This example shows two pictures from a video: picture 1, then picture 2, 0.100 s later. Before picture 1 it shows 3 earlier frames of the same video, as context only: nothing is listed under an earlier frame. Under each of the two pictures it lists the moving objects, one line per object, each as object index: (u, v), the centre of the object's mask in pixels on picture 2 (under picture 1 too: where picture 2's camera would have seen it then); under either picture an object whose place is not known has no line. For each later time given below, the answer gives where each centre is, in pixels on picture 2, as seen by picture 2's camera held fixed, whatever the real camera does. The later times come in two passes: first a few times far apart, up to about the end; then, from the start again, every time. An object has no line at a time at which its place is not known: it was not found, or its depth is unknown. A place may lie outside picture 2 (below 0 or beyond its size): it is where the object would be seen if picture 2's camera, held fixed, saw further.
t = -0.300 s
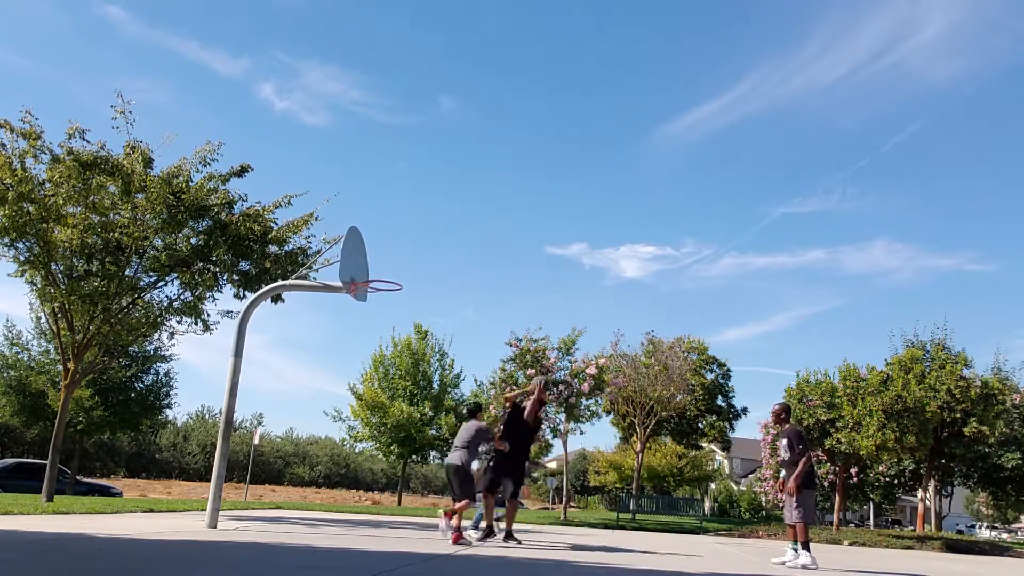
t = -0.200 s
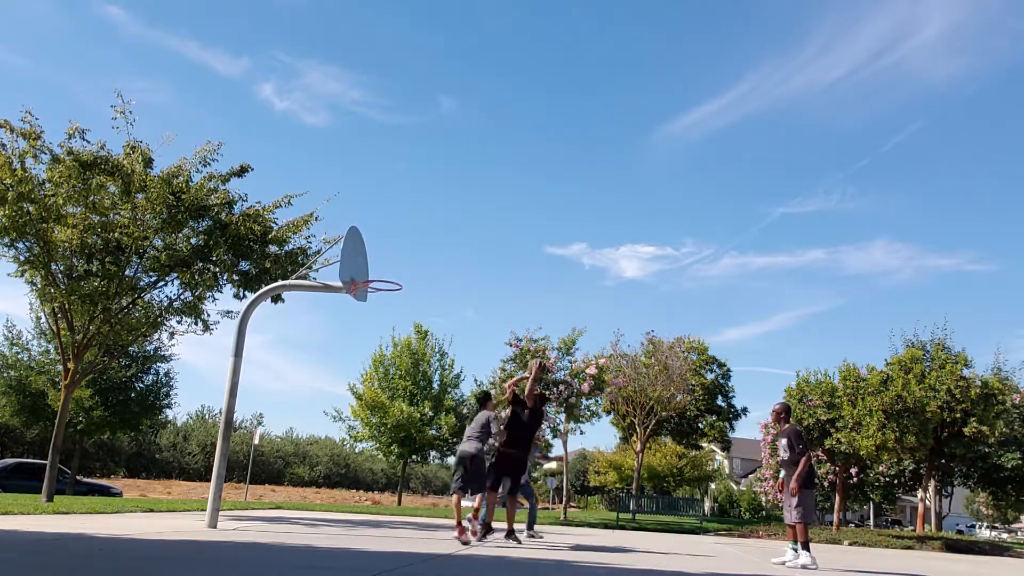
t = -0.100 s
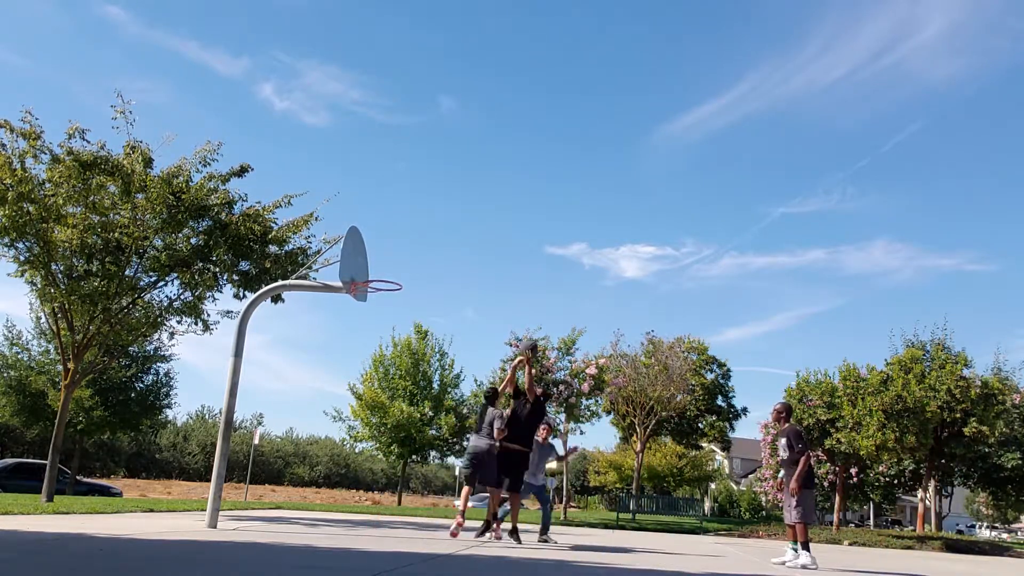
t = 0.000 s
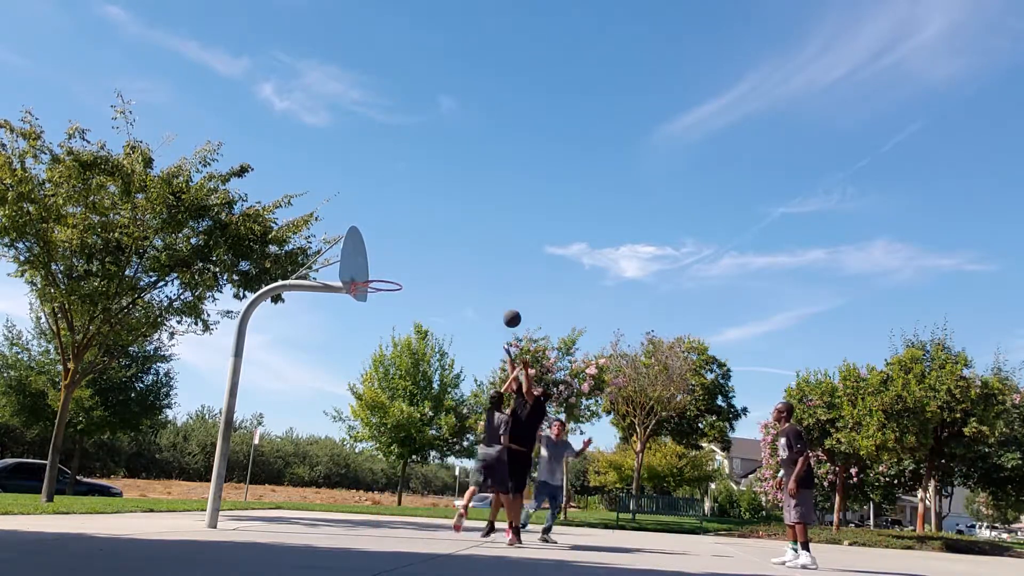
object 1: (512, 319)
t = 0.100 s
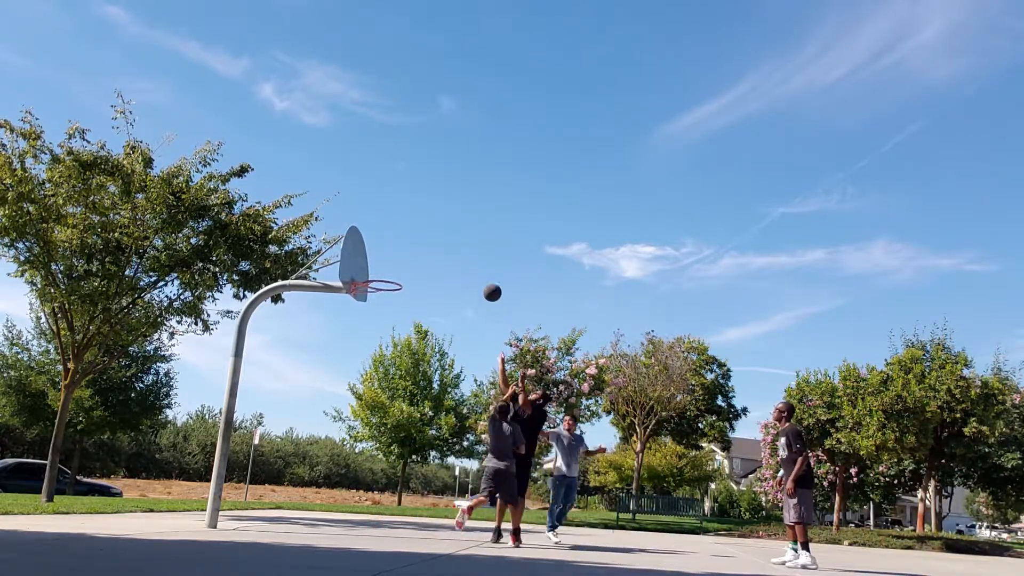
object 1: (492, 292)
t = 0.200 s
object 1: (472, 274)
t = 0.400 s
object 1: (430, 259)
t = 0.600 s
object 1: (384, 273)
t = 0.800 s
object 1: (397, 270)
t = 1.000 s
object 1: (412, 257)
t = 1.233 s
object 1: (427, 280)
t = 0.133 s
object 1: (486, 285)
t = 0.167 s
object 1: (479, 280)
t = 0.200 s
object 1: (472, 274)
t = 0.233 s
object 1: (465, 270)
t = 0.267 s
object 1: (458, 266)
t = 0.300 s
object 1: (451, 263)
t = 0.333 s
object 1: (444, 261)
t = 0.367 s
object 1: (437, 259)
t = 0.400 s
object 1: (430, 259)
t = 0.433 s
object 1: (422, 260)
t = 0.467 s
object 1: (415, 261)
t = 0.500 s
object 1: (407, 262)
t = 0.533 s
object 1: (400, 265)
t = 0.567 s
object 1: (392, 269)
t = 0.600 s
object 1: (384, 273)
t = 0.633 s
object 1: (376, 278)
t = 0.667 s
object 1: (376, 279)
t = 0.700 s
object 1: (382, 278)
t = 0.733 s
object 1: (388, 276)
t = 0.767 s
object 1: (394, 275)
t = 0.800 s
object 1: (397, 270)
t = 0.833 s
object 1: (399, 266)
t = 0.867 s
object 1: (402, 262)
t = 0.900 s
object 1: (404, 260)
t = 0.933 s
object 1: (407, 258)
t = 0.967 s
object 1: (410, 257)
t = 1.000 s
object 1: (412, 257)
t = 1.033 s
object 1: (414, 257)
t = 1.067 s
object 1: (416, 259)
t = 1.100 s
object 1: (419, 261)
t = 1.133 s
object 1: (421, 265)
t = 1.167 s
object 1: (423, 269)
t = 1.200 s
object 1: (425, 274)
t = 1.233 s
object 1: (427, 280)
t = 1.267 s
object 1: (428, 286)
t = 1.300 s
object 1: (430, 294)
